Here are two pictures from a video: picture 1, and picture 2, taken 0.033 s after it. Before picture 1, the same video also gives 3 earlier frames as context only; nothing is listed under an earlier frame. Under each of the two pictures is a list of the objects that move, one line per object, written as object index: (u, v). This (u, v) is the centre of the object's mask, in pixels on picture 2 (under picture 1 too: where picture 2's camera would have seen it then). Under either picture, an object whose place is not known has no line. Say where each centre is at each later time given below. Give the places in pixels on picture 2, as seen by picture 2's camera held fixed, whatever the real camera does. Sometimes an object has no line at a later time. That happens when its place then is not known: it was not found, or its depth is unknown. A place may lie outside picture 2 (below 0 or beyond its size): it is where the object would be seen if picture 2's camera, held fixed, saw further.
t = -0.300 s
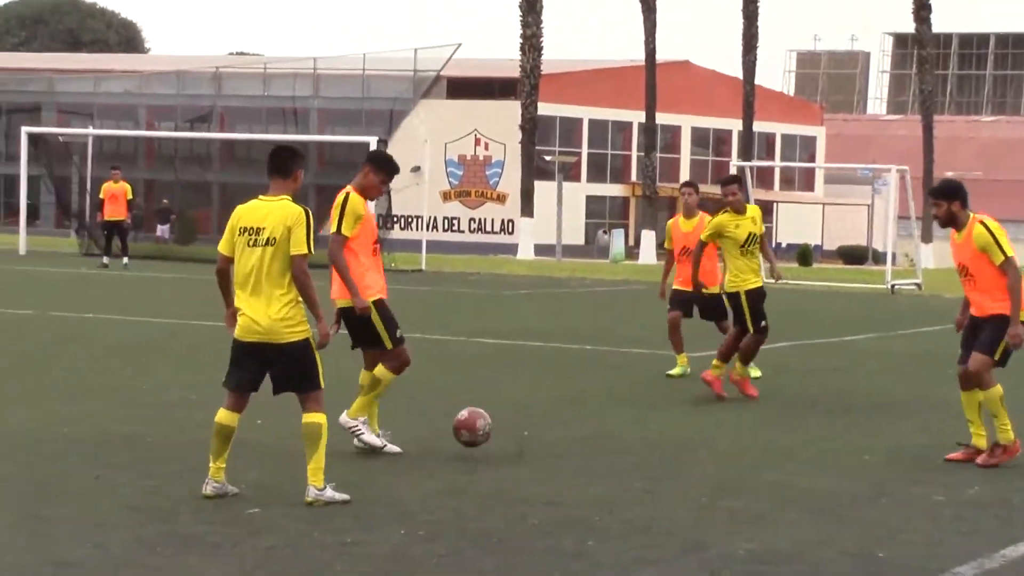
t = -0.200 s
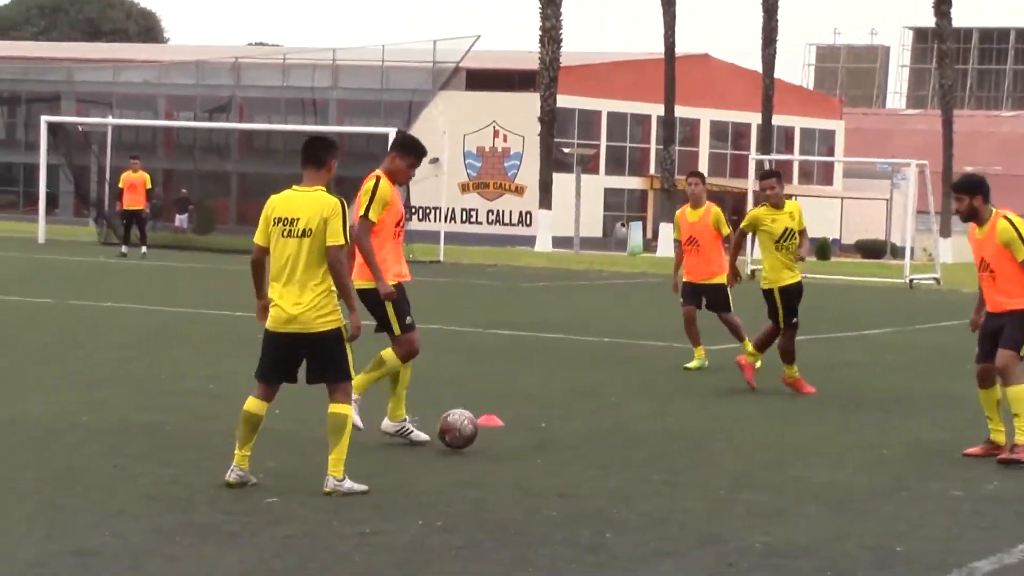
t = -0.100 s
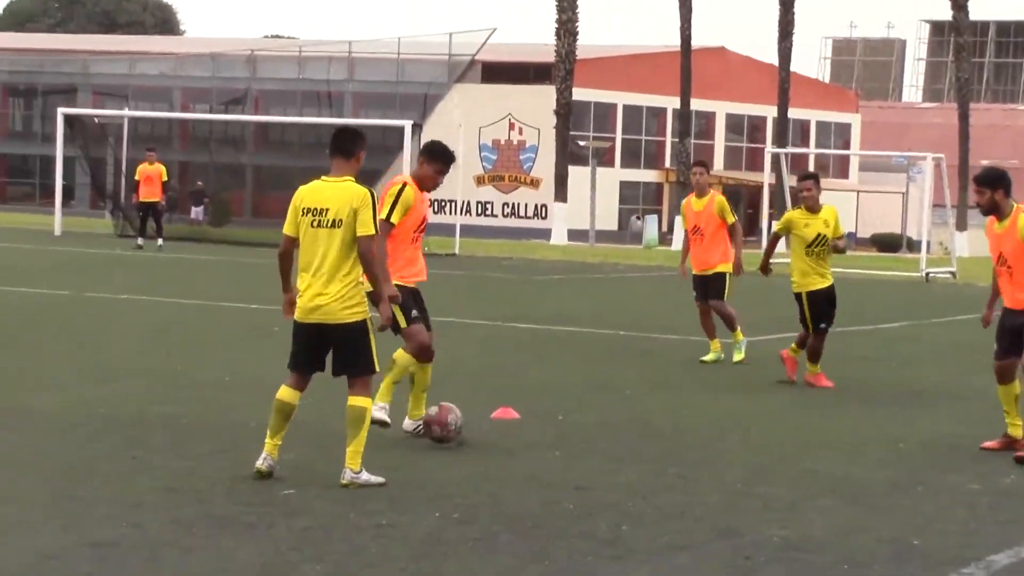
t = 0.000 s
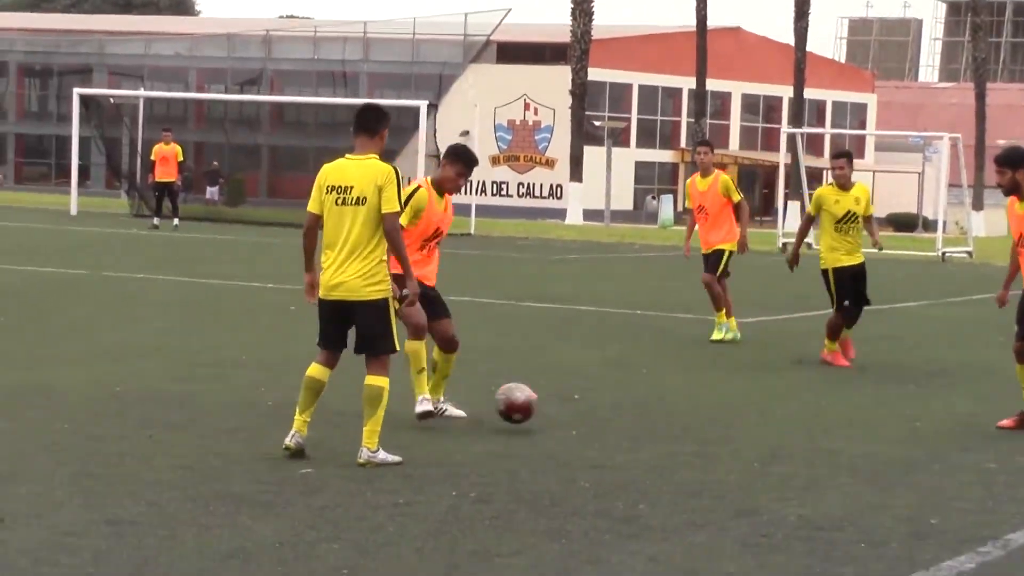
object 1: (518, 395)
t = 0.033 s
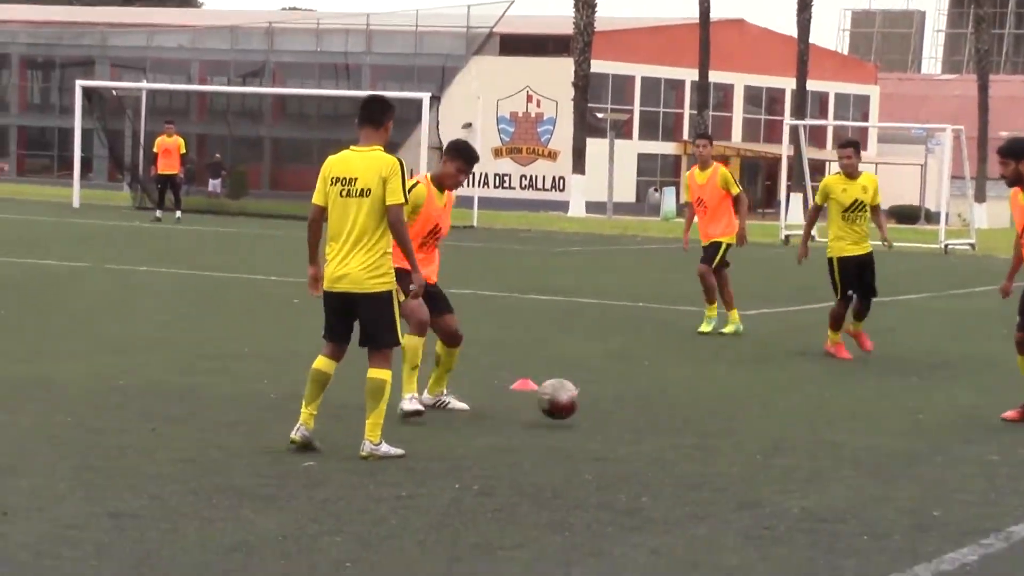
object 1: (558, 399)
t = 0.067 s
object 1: (598, 403)
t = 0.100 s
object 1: (637, 411)
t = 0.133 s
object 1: (671, 408)
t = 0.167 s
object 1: (706, 407)
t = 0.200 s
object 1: (739, 408)
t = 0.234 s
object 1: (773, 411)
